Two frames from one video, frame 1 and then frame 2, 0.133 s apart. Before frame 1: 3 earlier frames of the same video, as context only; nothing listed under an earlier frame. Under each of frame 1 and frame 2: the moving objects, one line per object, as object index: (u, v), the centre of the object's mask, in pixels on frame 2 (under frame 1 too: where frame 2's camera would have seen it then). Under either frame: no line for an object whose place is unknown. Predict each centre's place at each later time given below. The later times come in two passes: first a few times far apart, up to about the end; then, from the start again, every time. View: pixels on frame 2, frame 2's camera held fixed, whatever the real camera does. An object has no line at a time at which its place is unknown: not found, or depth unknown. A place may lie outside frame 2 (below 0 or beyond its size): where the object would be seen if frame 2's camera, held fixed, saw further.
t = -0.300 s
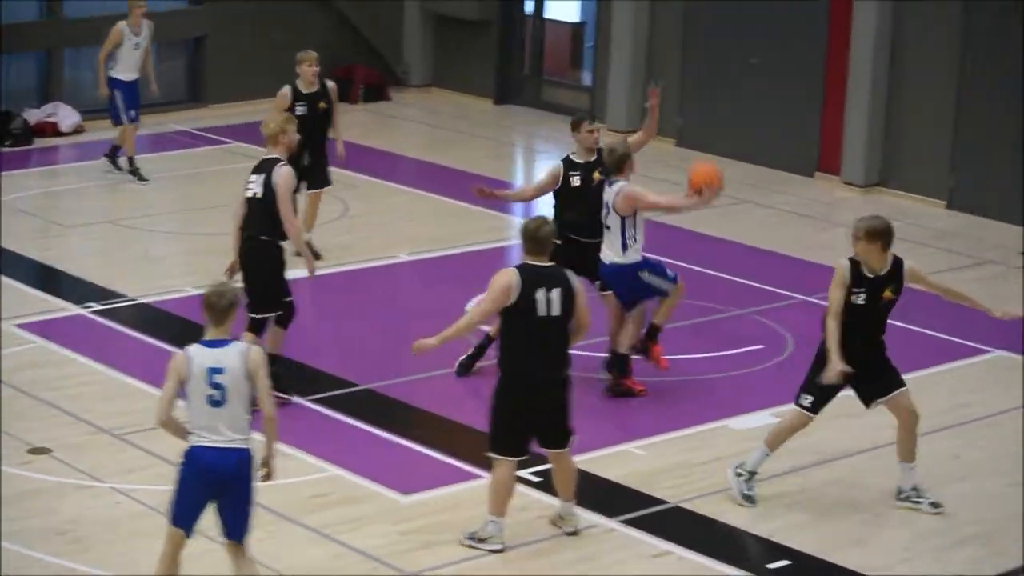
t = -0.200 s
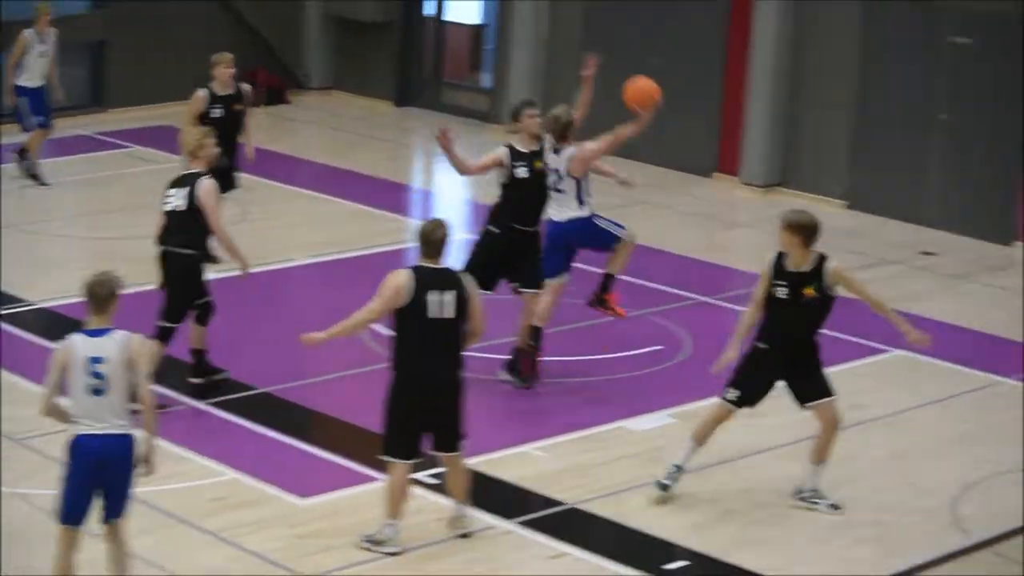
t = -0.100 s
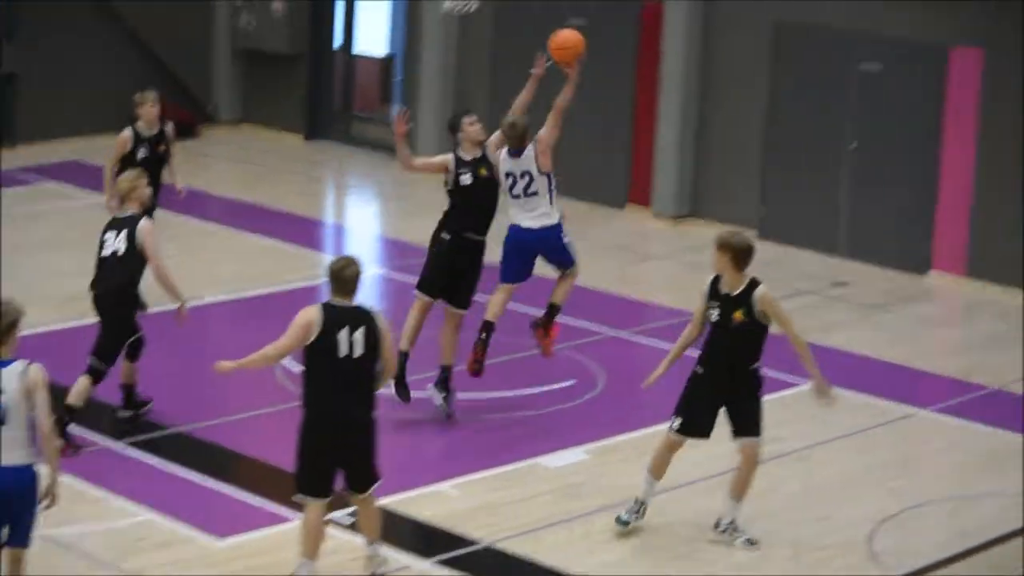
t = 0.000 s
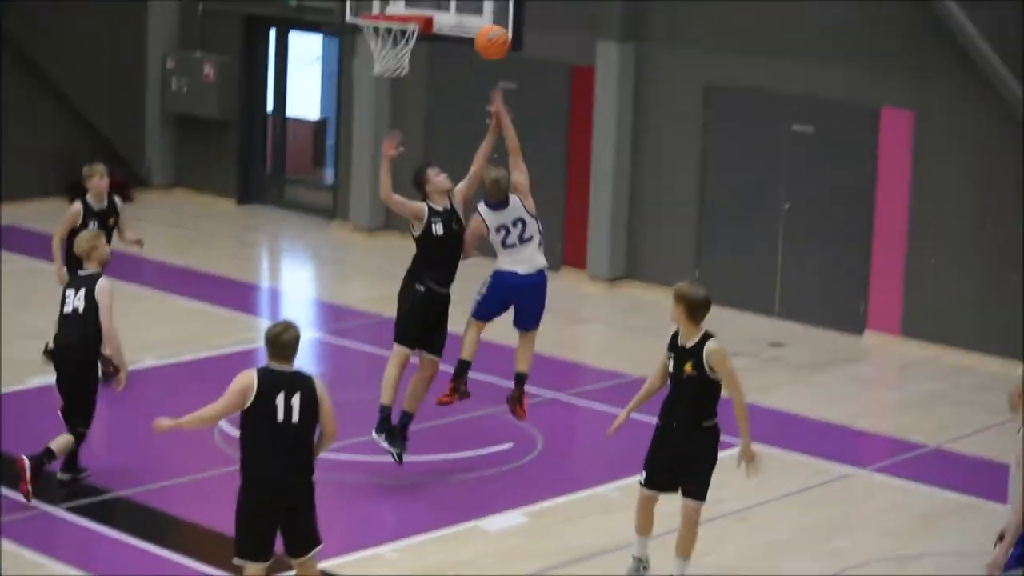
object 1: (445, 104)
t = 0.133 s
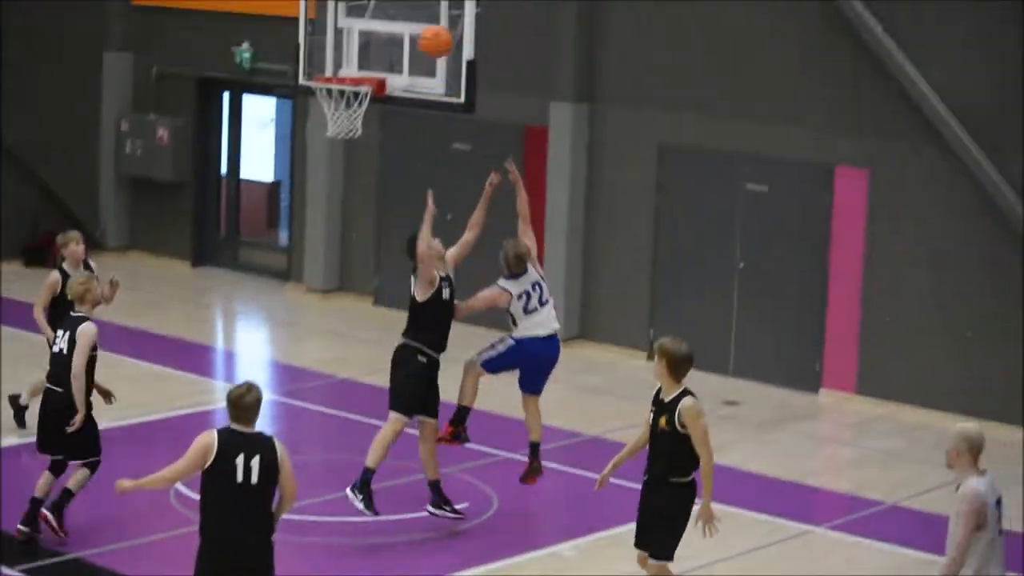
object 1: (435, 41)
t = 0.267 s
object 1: (425, 6)
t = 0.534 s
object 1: (375, 10)
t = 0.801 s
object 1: (292, 54)
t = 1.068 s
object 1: (225, 80)
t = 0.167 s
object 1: (433, 29)
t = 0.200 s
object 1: (430, 21)
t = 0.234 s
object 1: (427, 13)
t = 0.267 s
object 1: (425, 6)
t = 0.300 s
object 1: (422, 1)
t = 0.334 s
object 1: (419, -1)
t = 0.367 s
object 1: (416, -2)
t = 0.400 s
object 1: (414, -3)
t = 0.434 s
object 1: (411, -2)
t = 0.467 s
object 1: (399, 0)
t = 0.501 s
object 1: (387, 4)
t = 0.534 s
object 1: (375, 10)
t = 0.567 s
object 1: (364, 18)
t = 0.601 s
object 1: (352, 27)
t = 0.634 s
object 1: (341, 36)
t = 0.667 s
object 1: (328, 48)
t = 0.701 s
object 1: (317, 61)
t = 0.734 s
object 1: (308, 62)
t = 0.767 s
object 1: (301, 57)
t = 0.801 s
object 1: (292, 54)
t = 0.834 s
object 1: (284, 52)
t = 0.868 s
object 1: (277, 52)
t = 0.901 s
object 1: (269, 53)
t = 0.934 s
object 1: (260, 56)
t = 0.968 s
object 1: (251, 60)
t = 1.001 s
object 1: (243, 65)
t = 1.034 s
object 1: (234, 72)
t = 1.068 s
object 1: (225, 80)
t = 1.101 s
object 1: (216, 89)
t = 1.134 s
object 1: (207, 101)
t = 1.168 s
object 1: (199, 114)
